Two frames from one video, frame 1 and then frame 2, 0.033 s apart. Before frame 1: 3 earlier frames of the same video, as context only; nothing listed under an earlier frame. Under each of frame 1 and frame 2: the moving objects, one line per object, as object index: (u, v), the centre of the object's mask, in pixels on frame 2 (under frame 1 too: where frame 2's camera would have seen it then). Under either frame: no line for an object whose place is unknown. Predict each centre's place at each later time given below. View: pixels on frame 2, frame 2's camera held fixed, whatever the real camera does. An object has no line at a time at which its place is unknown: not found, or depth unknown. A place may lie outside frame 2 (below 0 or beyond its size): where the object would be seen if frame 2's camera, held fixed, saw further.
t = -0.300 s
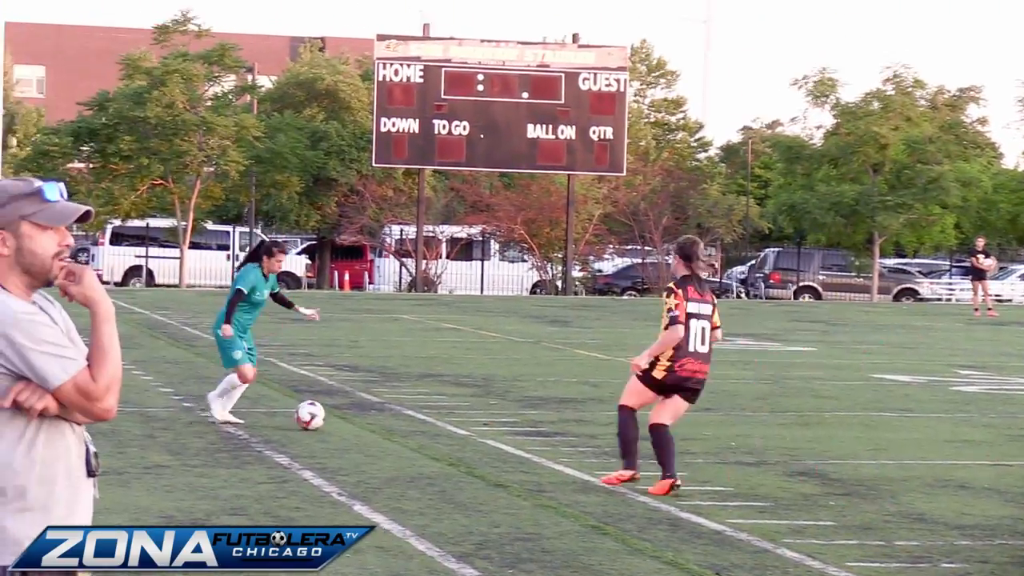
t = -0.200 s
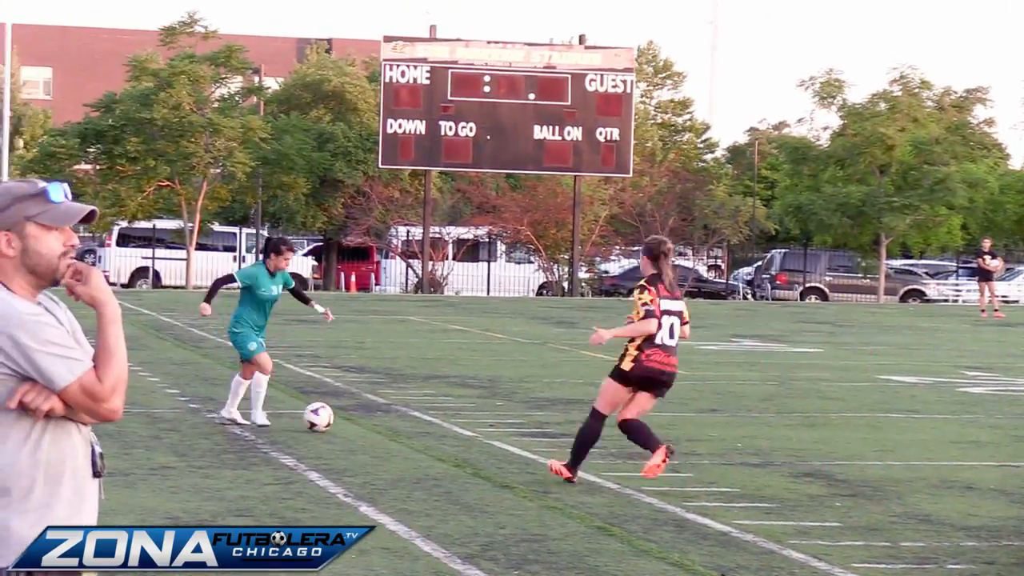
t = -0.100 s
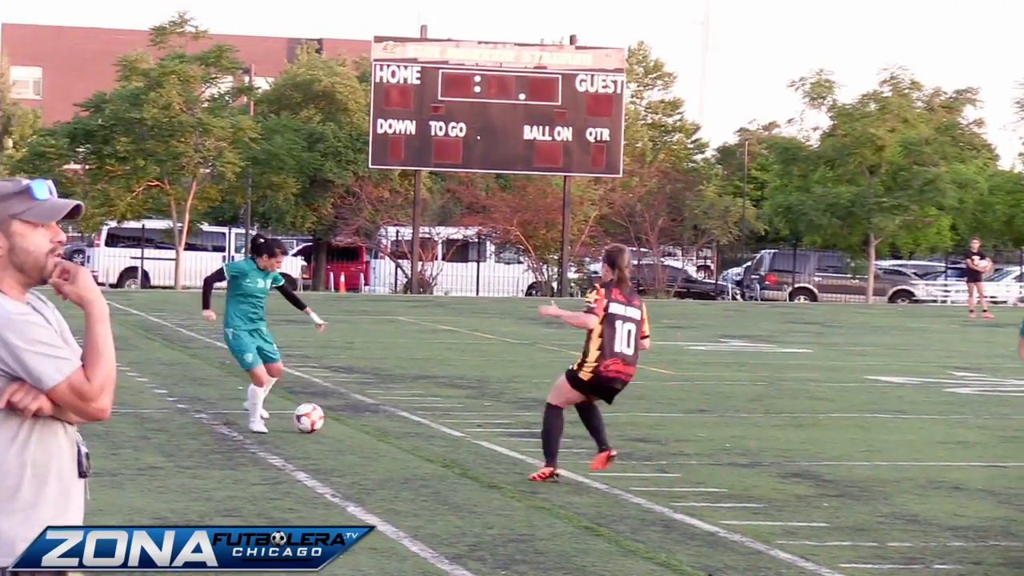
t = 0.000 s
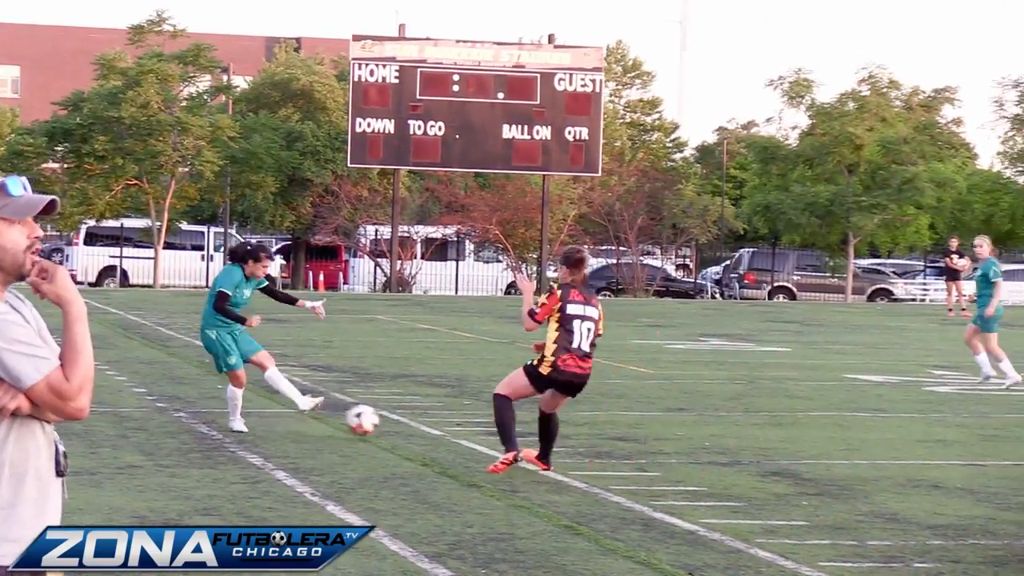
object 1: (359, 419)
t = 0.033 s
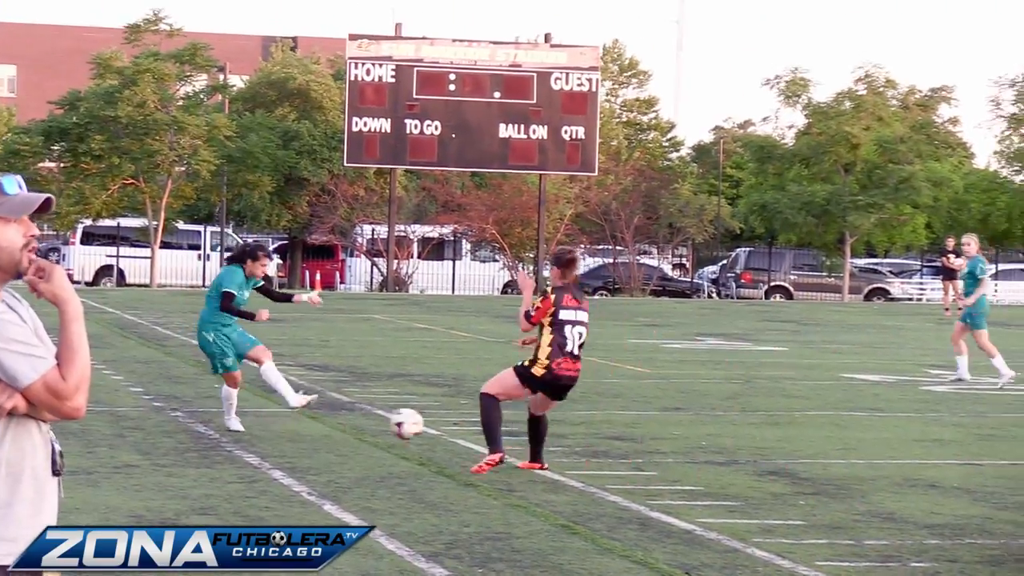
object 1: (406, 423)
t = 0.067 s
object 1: (455, 429)
